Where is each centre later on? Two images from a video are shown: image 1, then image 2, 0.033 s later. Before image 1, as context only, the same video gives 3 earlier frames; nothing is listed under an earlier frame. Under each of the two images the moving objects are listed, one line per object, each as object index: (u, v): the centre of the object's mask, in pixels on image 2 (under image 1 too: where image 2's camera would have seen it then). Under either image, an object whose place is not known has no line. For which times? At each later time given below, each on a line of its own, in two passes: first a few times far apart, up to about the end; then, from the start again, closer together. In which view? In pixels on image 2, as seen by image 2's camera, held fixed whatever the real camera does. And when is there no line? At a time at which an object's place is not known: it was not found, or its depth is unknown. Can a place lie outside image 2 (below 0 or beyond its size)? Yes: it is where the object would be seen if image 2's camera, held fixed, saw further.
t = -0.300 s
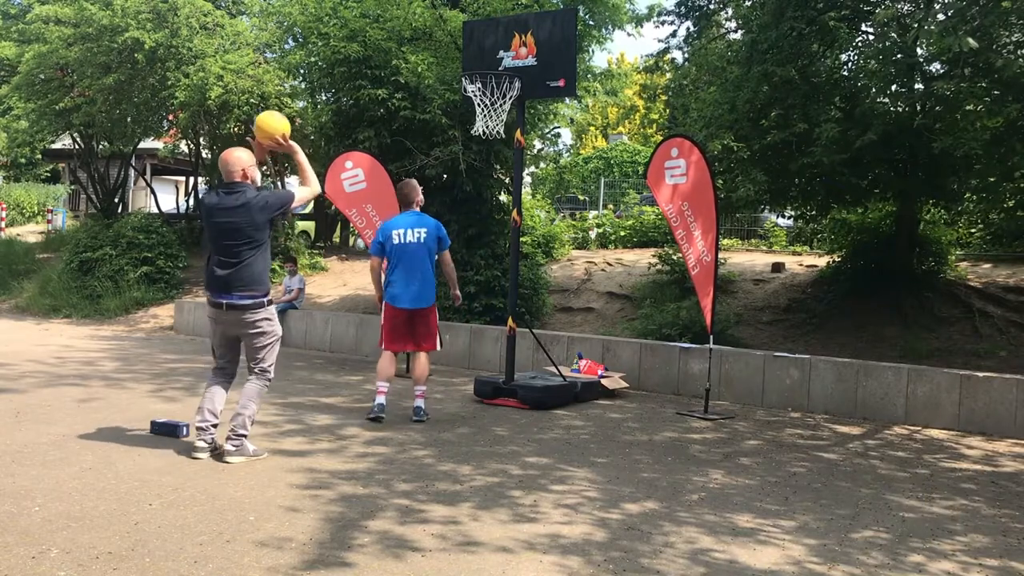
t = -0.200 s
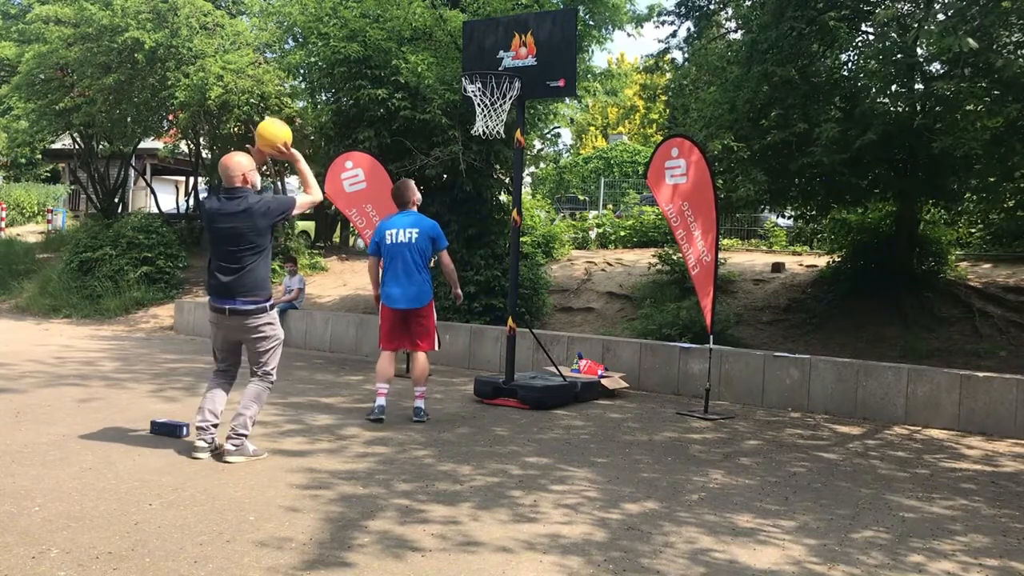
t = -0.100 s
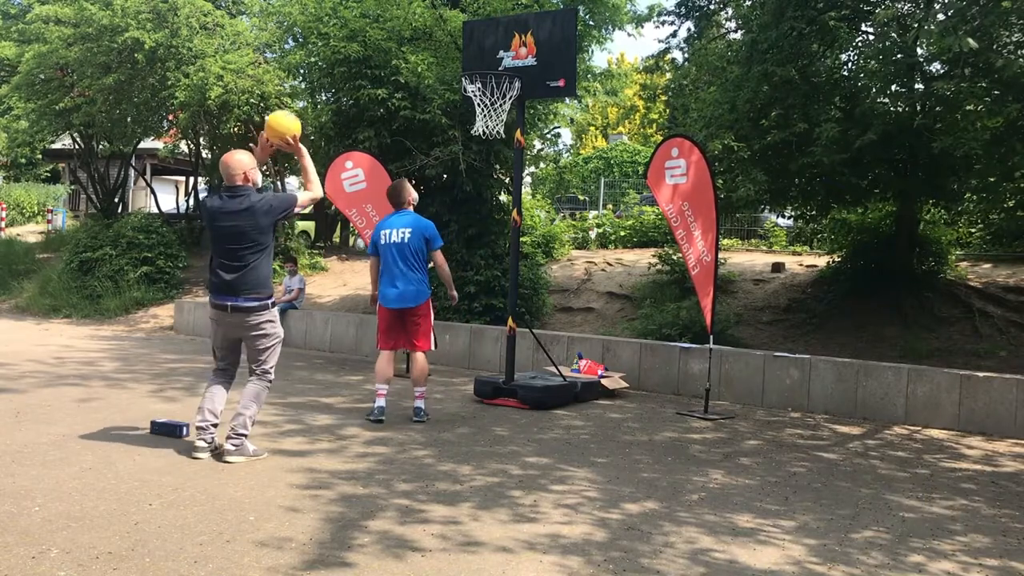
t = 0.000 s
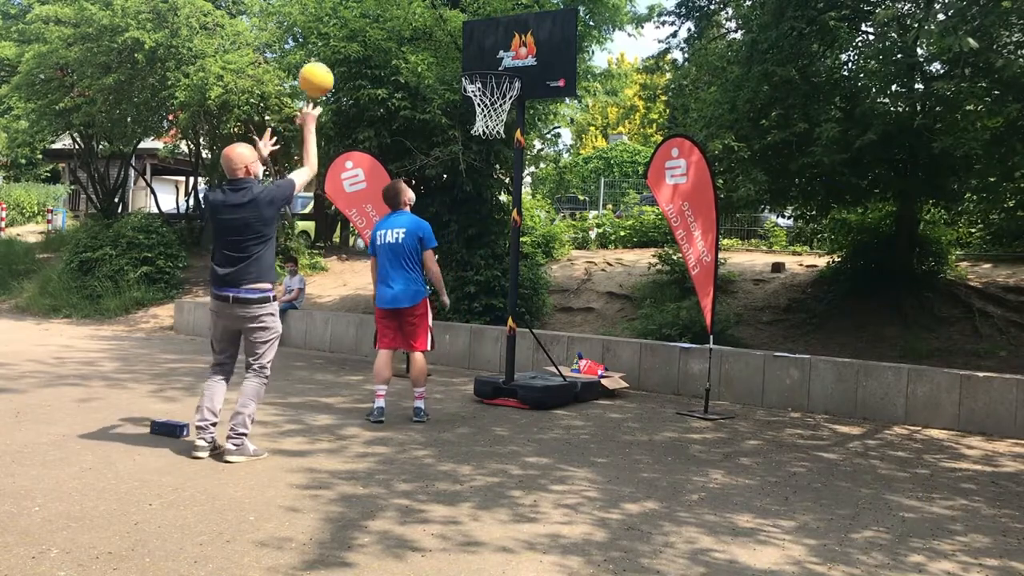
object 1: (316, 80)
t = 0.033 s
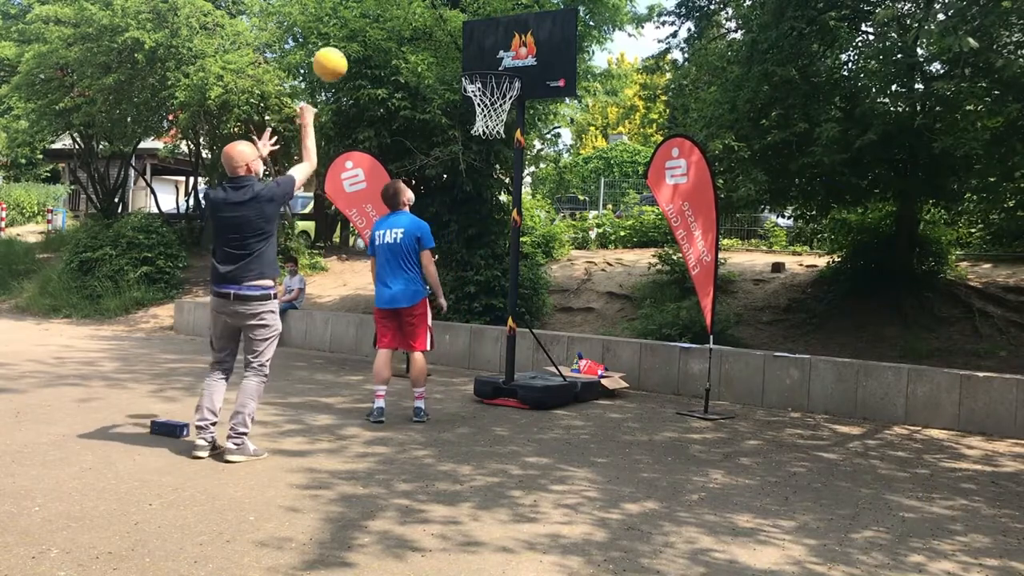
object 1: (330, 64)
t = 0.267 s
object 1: (412, 18)
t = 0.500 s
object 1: (472, 52)
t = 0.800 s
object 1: (506, 137)
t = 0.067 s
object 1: (343, 51)
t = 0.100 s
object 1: (356, 41)
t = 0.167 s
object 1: (380, 26)
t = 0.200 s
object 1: (391, 21)
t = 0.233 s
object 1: (402, 19)
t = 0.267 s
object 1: (412, 18)
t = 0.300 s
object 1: (421, 19)
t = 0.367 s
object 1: (440, 24)
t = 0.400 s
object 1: (449, 29)
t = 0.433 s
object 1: (457, 36)
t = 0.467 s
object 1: (465, 44)
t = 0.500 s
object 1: (472, 52)
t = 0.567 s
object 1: (486, 73)
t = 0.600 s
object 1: (492, 84)
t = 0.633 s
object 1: (496, 93)
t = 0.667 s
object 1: (499, 104)
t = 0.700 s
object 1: (503, 115)
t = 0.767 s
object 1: (505, 128)
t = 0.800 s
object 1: (506, 137)
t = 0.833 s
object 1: (507, 146)
